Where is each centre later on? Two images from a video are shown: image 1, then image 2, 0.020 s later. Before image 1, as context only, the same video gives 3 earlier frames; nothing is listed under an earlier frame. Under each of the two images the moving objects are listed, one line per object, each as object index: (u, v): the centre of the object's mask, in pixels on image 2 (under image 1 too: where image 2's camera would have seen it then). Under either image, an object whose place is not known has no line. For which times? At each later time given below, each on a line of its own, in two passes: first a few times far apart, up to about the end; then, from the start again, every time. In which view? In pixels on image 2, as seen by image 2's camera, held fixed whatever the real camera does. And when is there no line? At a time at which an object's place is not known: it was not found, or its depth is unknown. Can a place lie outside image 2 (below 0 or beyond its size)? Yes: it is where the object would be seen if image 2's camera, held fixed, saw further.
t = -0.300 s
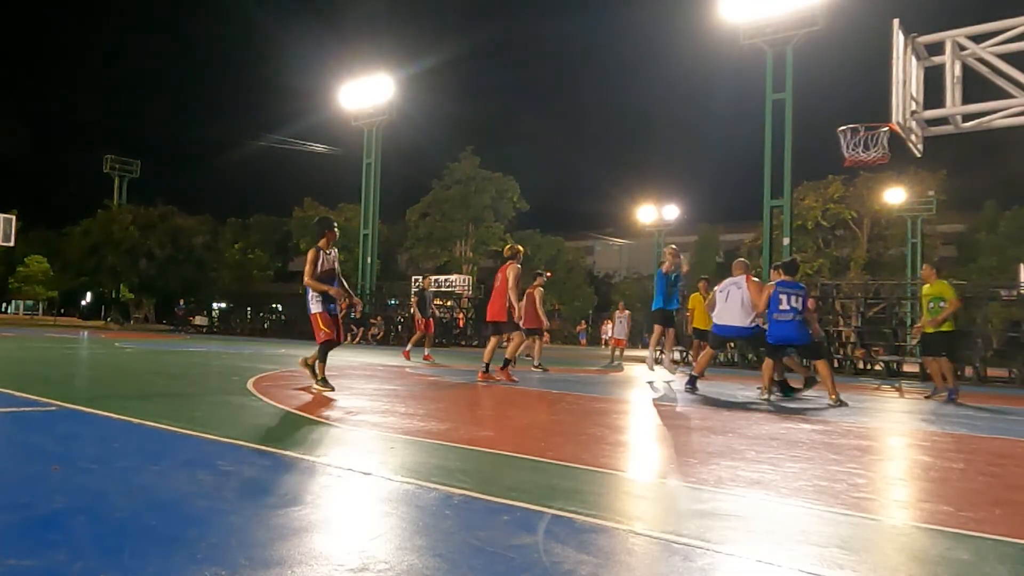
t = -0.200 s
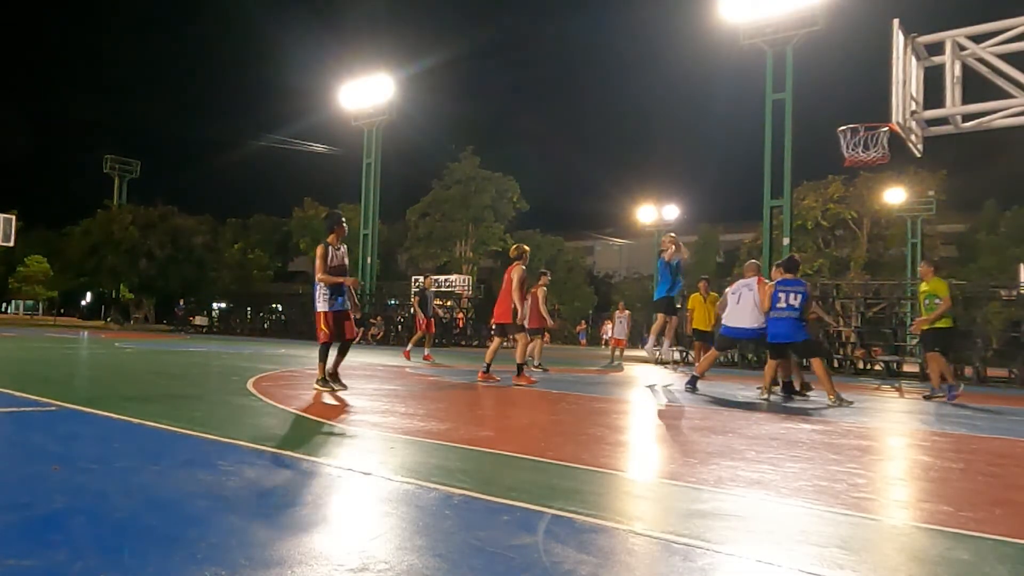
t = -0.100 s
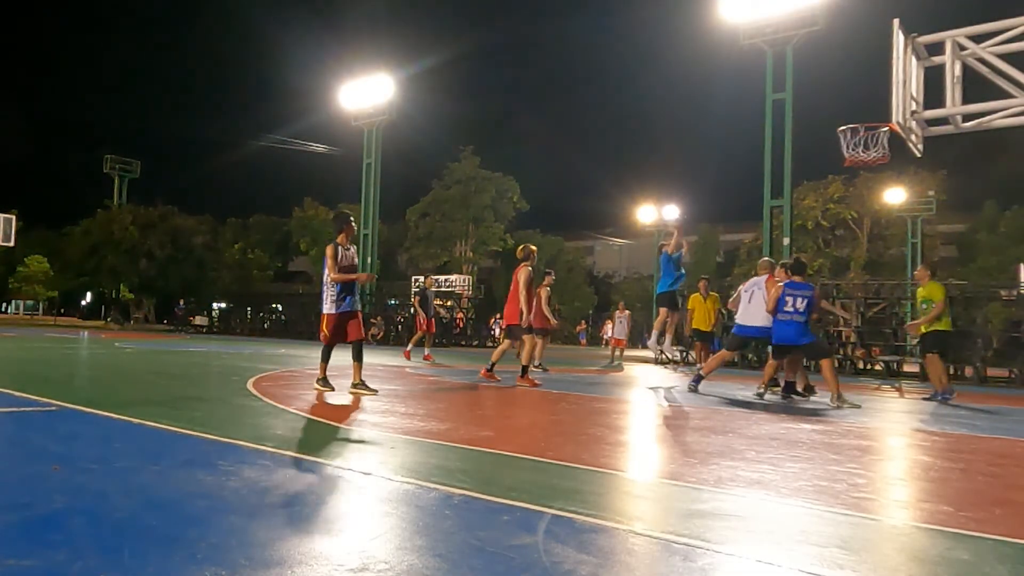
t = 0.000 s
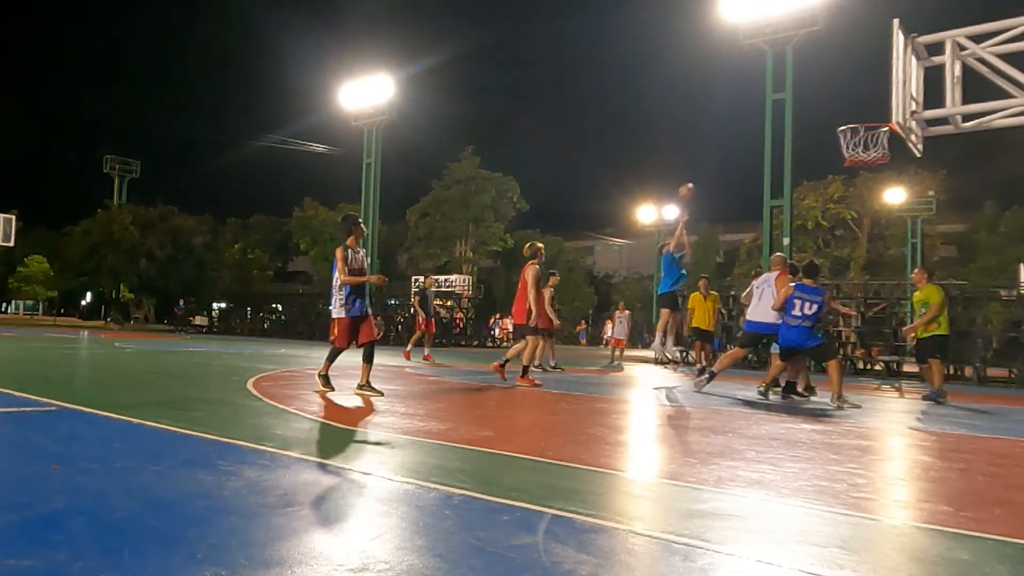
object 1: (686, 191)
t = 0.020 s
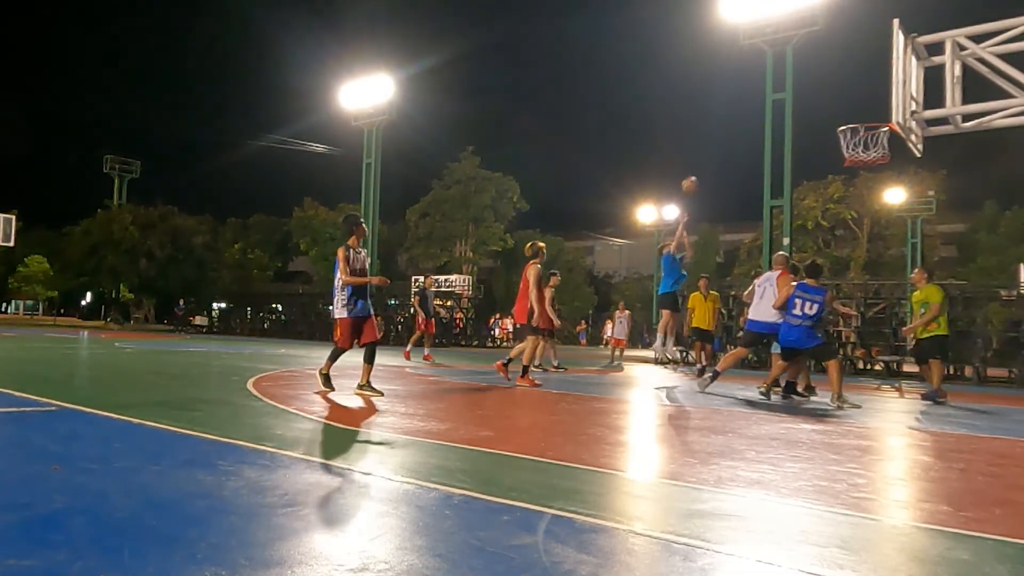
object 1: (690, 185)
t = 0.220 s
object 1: (721, 129)
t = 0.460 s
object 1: (765, 89)
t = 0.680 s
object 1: (811, 84)
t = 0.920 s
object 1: (867, 124)
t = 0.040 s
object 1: (692, 178)
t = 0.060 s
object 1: (696, 172)
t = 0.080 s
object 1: (699, 166)
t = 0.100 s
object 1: (702, 160)
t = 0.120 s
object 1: (704, 154)
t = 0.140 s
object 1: (708, 149)
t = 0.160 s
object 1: (711, 143)
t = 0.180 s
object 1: (715, 138)
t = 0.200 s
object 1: (718, 134)
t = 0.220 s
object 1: (721, 129)
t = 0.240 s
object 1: (725, 124)
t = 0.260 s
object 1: (728, 120)
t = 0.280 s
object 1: (732, 116)
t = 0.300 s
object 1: (735, 111)
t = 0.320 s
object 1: (739, 108)
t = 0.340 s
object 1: (743, 105)
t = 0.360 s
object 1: (746, 101)
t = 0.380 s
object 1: (749, 98)
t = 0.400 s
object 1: (753, 95)
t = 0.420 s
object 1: (757, 93)
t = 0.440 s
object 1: (761, 91)
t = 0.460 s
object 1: (765, 89)
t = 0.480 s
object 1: (769, 87)
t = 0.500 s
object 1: (773, 86)
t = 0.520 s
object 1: (777, 84)
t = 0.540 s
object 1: (781, 83)
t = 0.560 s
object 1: (784, 83)
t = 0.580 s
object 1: (788, 83)
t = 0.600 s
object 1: (792, 82)
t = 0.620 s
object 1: (797, 83)
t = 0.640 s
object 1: (802, 83)
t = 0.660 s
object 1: (806, 83)
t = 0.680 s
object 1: (811, 84)
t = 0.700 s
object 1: (816, 86)
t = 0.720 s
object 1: (820, 87)
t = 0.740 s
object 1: (825, 90)
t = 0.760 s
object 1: (830, 92)
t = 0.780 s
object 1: (835, 95)
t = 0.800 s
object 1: (840, 99)
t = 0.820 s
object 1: (844, 102)
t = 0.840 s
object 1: (849, 106)
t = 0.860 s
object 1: (854, 110)
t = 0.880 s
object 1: (859, 114)
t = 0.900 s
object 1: (865, 120)
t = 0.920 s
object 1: (867, 124)
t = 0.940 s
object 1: (866, 128)
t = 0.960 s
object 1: (865, 131)
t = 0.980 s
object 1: (864, 135)
